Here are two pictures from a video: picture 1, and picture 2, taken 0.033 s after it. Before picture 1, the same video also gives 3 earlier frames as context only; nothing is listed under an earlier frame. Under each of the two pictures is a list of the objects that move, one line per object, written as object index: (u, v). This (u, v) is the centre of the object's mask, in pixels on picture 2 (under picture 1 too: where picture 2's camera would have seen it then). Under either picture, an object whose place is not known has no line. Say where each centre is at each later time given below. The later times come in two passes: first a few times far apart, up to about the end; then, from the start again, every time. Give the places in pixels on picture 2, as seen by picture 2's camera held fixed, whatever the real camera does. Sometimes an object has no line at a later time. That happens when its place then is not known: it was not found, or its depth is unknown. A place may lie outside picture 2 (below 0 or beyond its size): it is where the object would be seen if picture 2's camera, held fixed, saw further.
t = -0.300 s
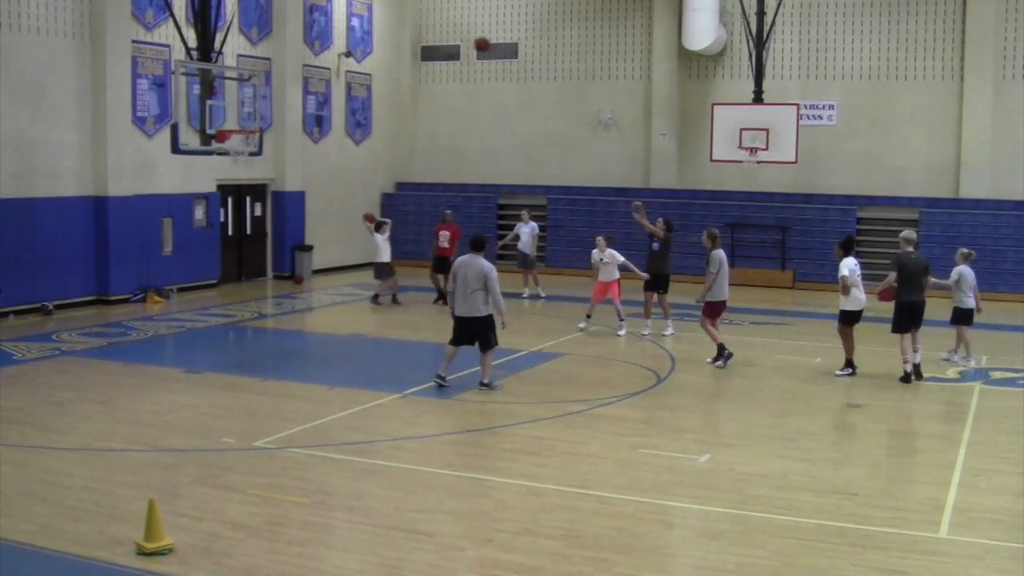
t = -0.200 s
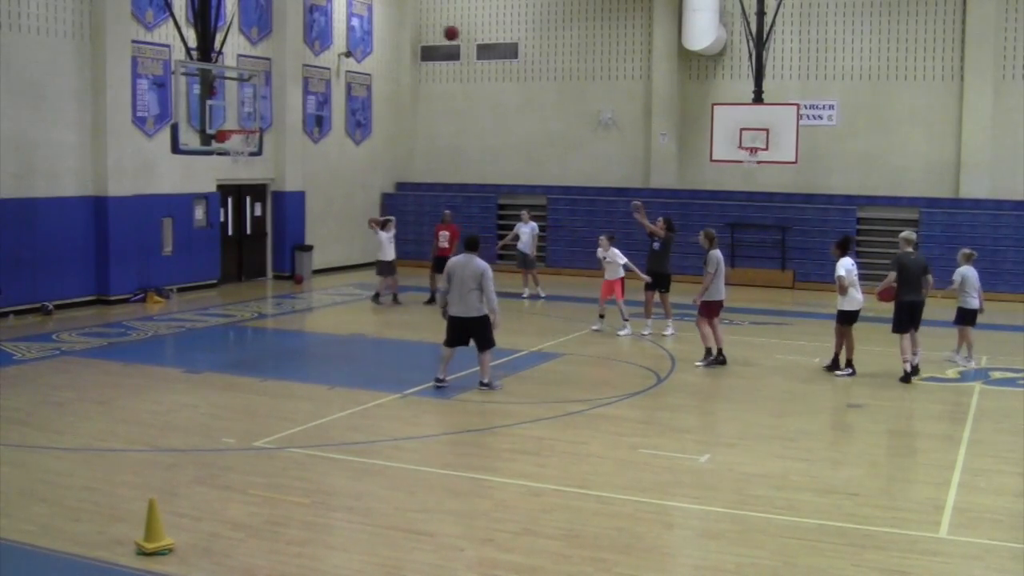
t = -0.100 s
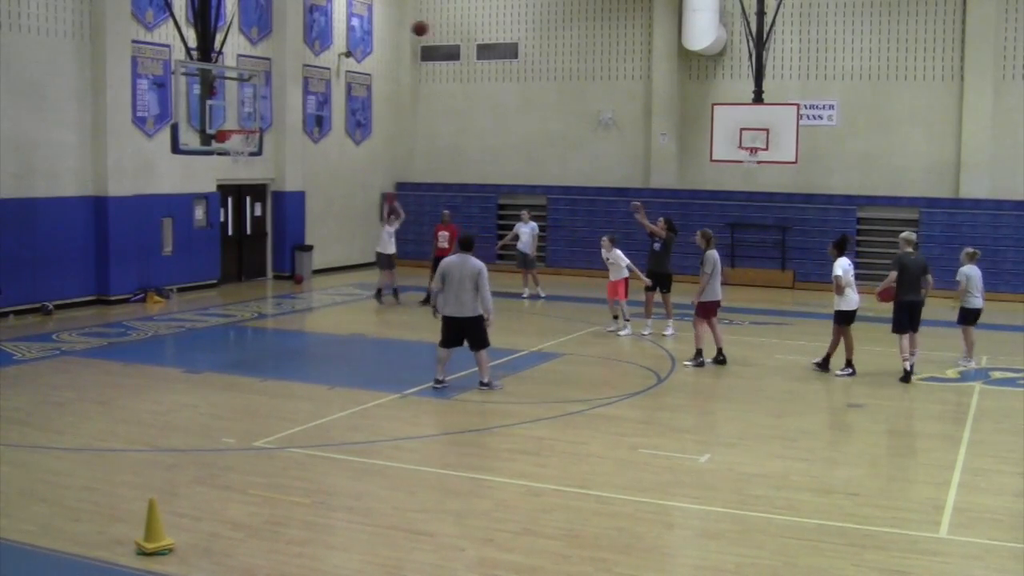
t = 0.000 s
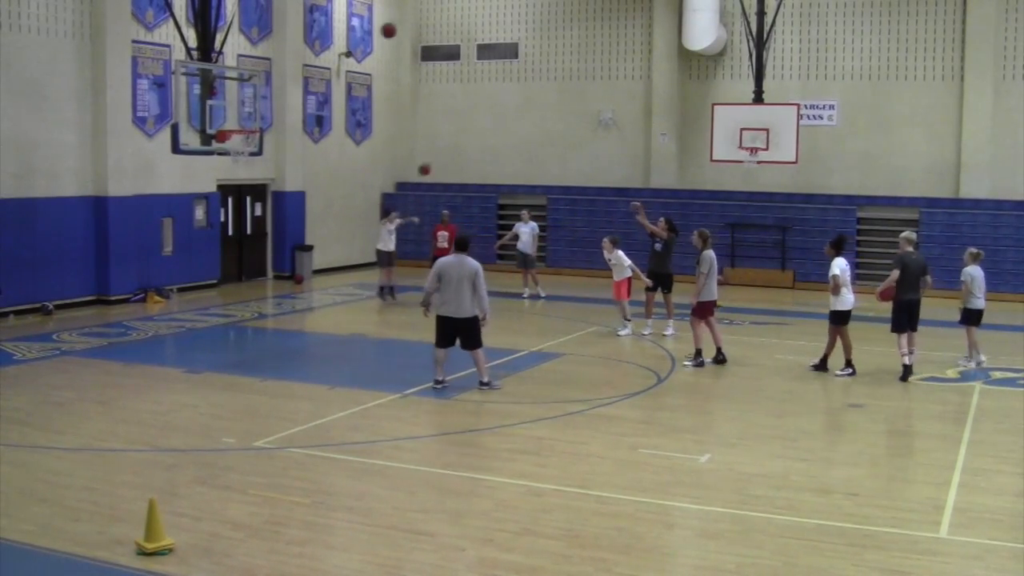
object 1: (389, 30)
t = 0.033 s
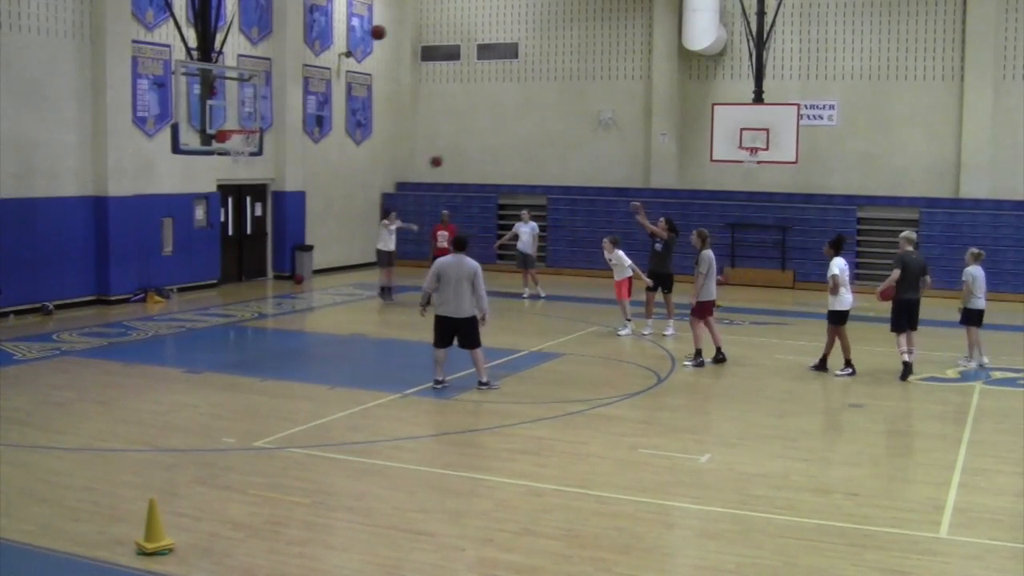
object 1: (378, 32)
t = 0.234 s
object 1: (313, 61)
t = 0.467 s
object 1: (238, 131)
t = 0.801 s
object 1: (237, 243)
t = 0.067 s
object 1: (367, 35)
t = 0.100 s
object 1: (356, 39)
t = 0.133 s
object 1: (346, 43)
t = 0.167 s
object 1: (336, 49)
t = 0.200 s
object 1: (324, 56)
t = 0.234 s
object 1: (313, 61)
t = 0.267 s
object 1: (302, 69)
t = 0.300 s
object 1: (291, 77)
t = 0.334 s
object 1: (281, 86)
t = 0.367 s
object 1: (270, 96)
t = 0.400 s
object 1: (259, 108)
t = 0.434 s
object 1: (248, 119)
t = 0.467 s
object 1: (238, 131)
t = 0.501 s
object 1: (233, 142)
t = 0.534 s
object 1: (234, 151)
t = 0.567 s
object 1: (233, 161)
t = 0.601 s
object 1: (233, 171)
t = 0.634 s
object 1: (234, 180)
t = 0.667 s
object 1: (236, 192)
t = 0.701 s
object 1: (236, 204)
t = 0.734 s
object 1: (236, 217)
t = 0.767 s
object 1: (236, 231)
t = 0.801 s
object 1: (237, 243)
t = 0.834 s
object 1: (237, 260)
